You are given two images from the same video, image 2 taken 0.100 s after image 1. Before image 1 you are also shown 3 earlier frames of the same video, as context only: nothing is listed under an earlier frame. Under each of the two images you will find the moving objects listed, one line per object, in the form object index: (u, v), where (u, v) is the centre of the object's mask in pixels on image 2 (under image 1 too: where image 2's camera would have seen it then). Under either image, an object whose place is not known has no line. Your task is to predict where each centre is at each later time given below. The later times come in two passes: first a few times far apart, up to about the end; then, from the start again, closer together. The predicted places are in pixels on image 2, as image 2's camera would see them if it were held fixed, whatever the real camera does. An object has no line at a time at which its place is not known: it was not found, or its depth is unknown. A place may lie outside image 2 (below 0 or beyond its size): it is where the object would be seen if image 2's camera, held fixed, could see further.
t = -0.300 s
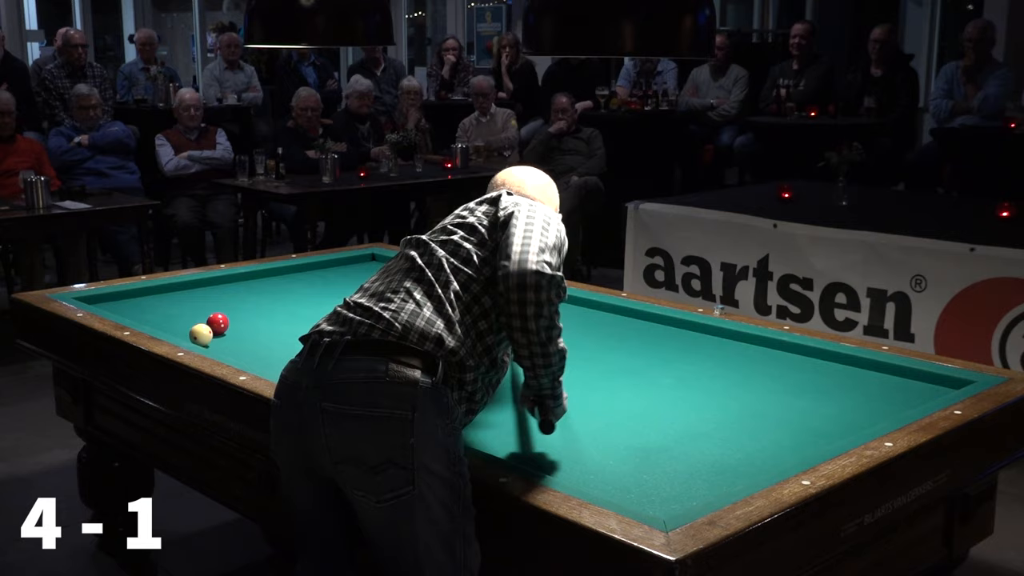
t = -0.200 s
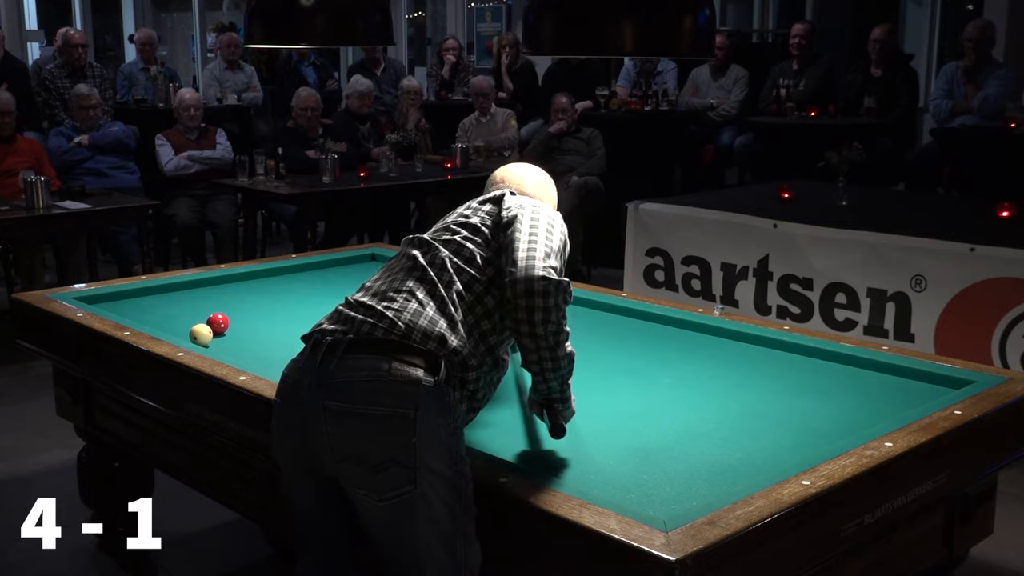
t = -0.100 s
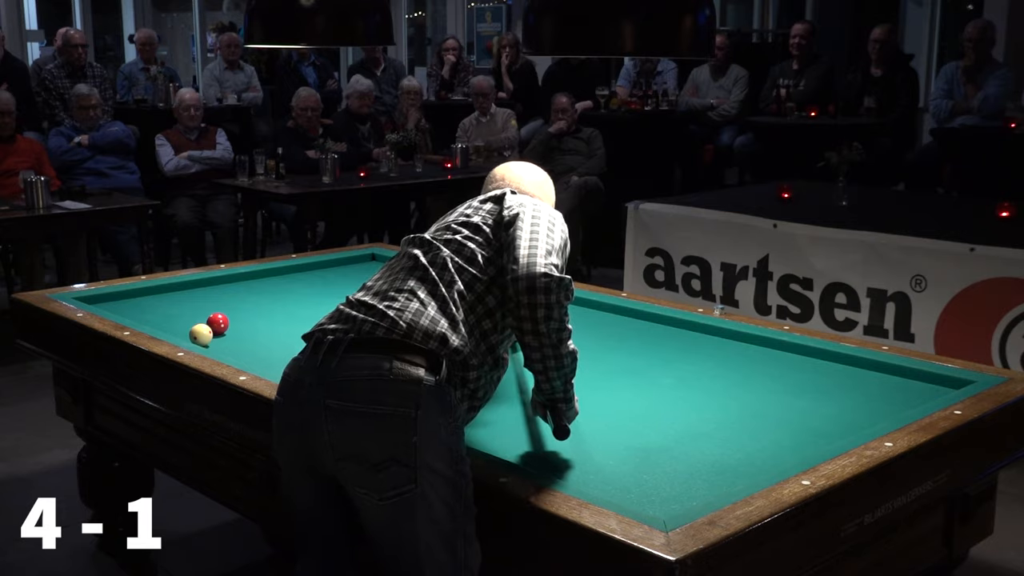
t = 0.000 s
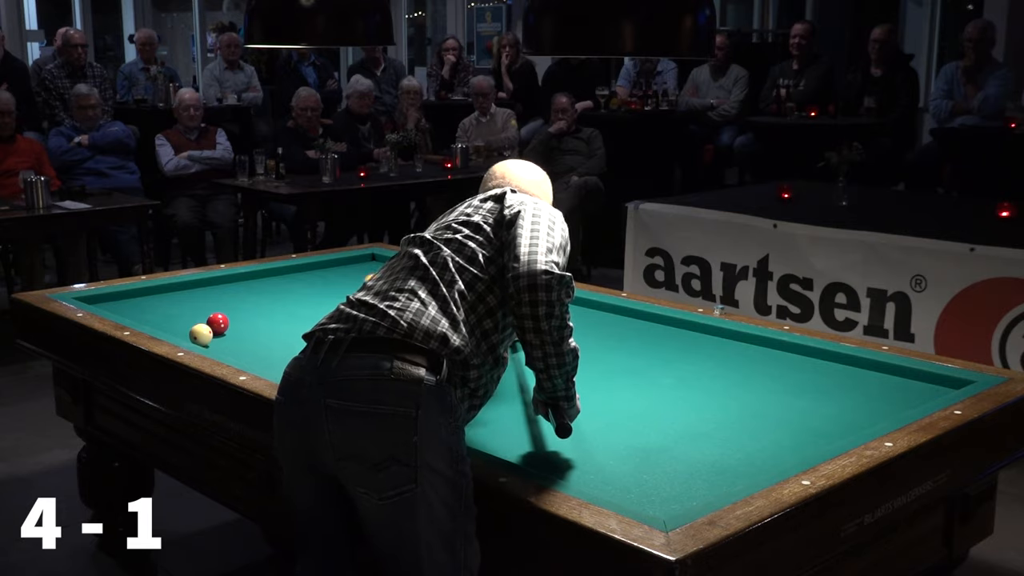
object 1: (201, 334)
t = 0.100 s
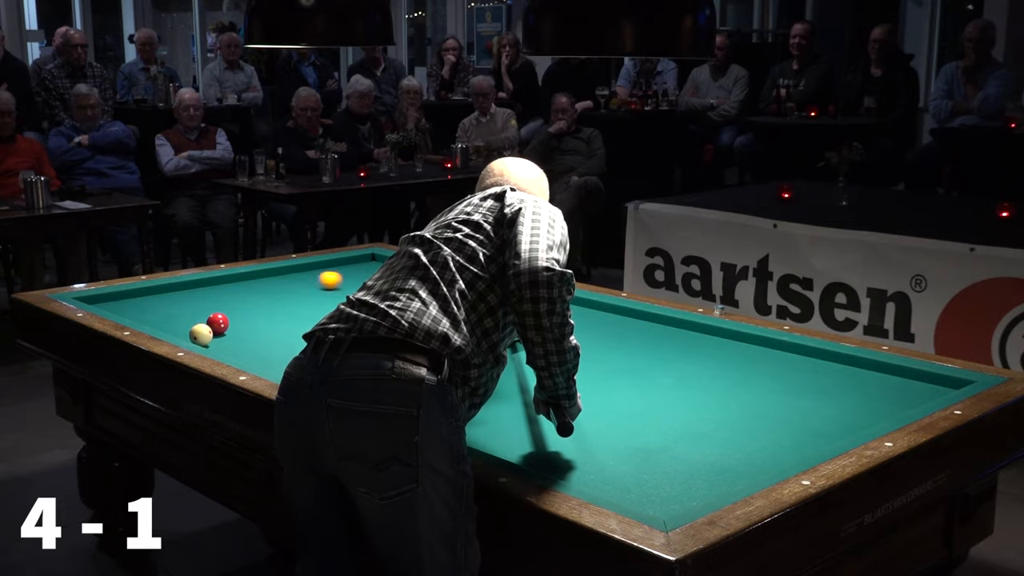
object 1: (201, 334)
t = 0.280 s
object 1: (201, 334)
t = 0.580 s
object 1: (201, 334)
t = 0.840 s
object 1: (201, 334)
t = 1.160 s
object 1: (199, 336)
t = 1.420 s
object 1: (199, 338)
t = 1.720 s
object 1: (211, 341)
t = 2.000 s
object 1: (220, 343)
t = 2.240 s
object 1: (227, 344)
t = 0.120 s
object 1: (201, 334)
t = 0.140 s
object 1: (201, 334)
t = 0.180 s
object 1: (201, 334)
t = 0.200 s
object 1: (201, 334)
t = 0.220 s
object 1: (201, 334)
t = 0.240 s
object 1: (201, 334)
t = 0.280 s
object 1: (201, 334)
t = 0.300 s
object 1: (201, 334)
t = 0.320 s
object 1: (201, 334)
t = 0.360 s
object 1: (201, 334)
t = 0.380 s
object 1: (201, 334)
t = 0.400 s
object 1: (201, 334)
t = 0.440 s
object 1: (201, 334)
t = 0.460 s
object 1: (201, 334)
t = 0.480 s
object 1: (201, 334)
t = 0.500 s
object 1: (201, 334)
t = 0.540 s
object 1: (201, 334)
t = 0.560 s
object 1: (201, 334)
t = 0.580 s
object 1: (201, 334)
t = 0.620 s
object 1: (201, 334)
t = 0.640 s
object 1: (201, 334)
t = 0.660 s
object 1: (201, 334)
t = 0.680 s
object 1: (201, 334)
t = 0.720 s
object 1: (201, 334)
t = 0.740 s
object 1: (201, 334)
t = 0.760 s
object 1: (201, 334)
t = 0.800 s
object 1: (201, 334)
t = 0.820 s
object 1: (201, 334)
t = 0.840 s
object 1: (201, 334)
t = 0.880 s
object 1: (201, 334)
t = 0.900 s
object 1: (201, 334)
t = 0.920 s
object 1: (201, 334)
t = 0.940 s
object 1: (201, 334)
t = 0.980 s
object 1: (201, 334)
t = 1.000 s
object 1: (201, 334)
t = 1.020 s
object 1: (200, 335)
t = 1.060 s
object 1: (200, 335)
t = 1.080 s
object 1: (200, 335)
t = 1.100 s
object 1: (200, 336)
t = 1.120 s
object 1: (199, 336)
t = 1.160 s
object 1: (199, 336)
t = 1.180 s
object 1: (199, 336)
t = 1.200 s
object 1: (199, 337)
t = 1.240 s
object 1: (198, 337)
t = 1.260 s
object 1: (198, 337)
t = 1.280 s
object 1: (198, 337)
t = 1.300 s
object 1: (198, 337)
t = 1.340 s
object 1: (197, 338)
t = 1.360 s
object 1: (197, 338)
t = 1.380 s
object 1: (197, 338)
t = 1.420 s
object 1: (199, 338)
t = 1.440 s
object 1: (200, 339)
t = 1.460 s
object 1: (201, 339)
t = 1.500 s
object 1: (202, 339)
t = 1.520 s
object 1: (203, 339)
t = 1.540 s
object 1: (204, 339)
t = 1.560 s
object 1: (205, 340)
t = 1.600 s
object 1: (206, 340)
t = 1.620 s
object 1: (207, 340)
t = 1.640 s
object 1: (208, 340)
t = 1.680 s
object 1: (209, 341)
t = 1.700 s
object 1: (210, 341)
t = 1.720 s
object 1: (211, 341)
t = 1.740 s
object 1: (211, 341)
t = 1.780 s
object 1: (213, 341)
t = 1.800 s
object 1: (213, 341)
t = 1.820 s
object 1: (214, 341)
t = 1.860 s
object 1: (215, 342)
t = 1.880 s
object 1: (216, 342)
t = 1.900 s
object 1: (217, 342)
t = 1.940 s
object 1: (218, 342)
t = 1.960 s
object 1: (219, 343)
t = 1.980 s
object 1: (219, 343)
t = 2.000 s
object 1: (220, 343)
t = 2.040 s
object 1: (221, 343)
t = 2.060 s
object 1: (222, 343)
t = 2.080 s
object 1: (222, 343)
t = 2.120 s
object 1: (224, 343)
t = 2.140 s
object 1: (224, 343)
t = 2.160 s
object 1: (225, 343)
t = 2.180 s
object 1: (225, 344)
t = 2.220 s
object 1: (226, 344)
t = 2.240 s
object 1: (227, 344)
